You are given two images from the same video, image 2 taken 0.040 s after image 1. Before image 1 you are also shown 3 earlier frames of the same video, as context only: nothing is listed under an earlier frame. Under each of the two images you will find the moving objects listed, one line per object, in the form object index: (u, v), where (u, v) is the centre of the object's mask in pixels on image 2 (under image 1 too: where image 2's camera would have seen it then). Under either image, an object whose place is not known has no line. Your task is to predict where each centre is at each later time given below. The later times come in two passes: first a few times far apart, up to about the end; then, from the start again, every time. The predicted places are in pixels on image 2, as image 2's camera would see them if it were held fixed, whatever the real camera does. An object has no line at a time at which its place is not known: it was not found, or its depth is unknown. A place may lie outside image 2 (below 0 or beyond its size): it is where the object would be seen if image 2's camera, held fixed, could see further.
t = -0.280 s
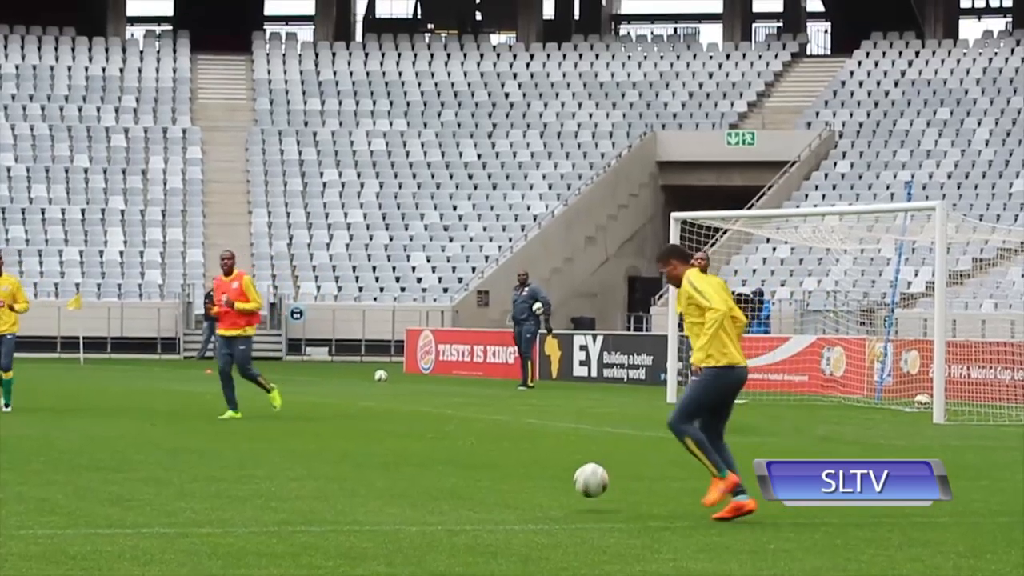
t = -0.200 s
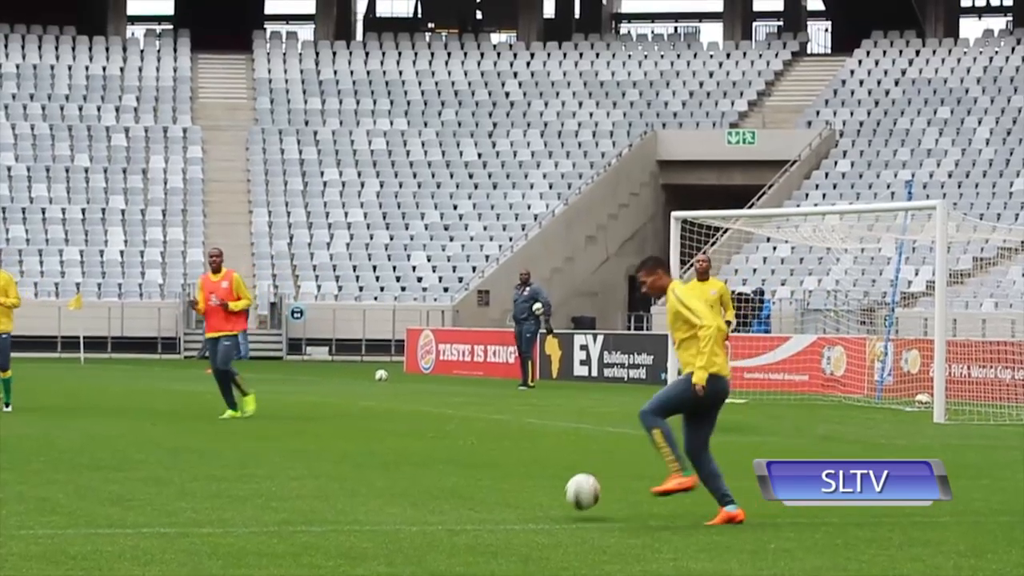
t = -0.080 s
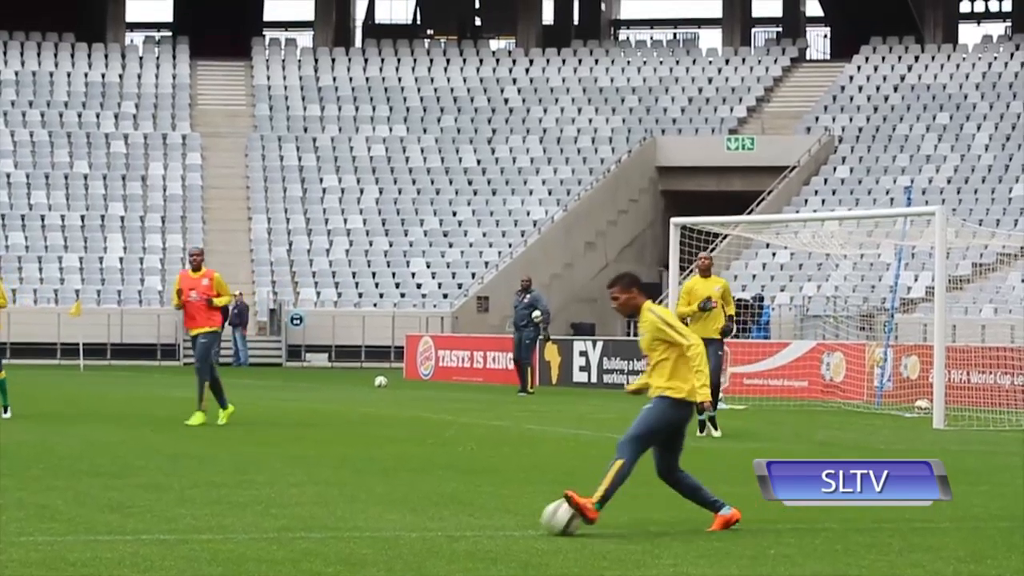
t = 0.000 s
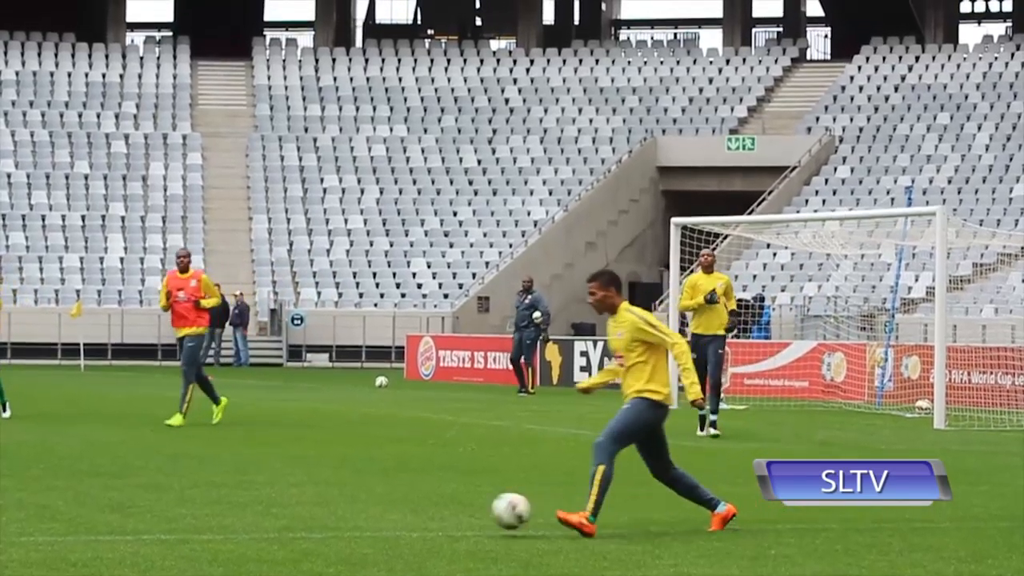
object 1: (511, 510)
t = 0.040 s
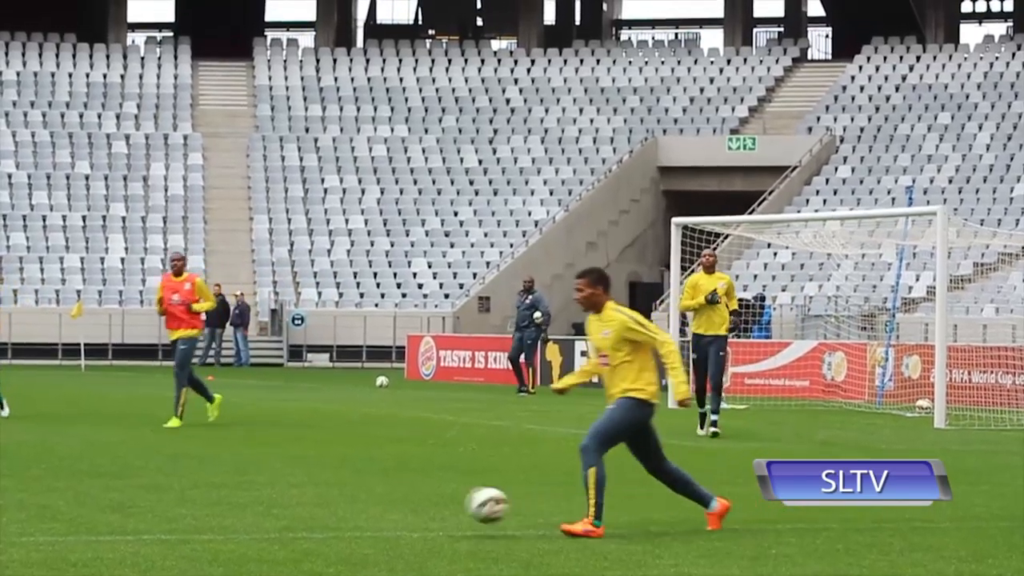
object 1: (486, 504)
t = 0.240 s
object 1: (359, 518)
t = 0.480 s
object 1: (223, 526)
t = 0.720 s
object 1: (89, 539)
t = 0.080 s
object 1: (462, 501)
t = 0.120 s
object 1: (436, 501)
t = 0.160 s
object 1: (410, 504)
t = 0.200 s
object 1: (385, 510)
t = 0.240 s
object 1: (359, 518)
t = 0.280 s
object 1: (333, 527)
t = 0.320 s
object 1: (310, 524)
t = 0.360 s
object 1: (288, 520)
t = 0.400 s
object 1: (268, 519)
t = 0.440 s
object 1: (245, 521)
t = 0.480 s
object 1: (223, 526)
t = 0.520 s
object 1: (199, 532)
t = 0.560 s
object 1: (177, 535)
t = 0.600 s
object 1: (157, 533)
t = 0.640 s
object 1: (135, 533)
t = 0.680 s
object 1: (112, 536)
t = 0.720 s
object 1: (89, 539)
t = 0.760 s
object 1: (67, 541)
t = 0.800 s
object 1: (46, 541)
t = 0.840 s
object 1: (25, 543)
